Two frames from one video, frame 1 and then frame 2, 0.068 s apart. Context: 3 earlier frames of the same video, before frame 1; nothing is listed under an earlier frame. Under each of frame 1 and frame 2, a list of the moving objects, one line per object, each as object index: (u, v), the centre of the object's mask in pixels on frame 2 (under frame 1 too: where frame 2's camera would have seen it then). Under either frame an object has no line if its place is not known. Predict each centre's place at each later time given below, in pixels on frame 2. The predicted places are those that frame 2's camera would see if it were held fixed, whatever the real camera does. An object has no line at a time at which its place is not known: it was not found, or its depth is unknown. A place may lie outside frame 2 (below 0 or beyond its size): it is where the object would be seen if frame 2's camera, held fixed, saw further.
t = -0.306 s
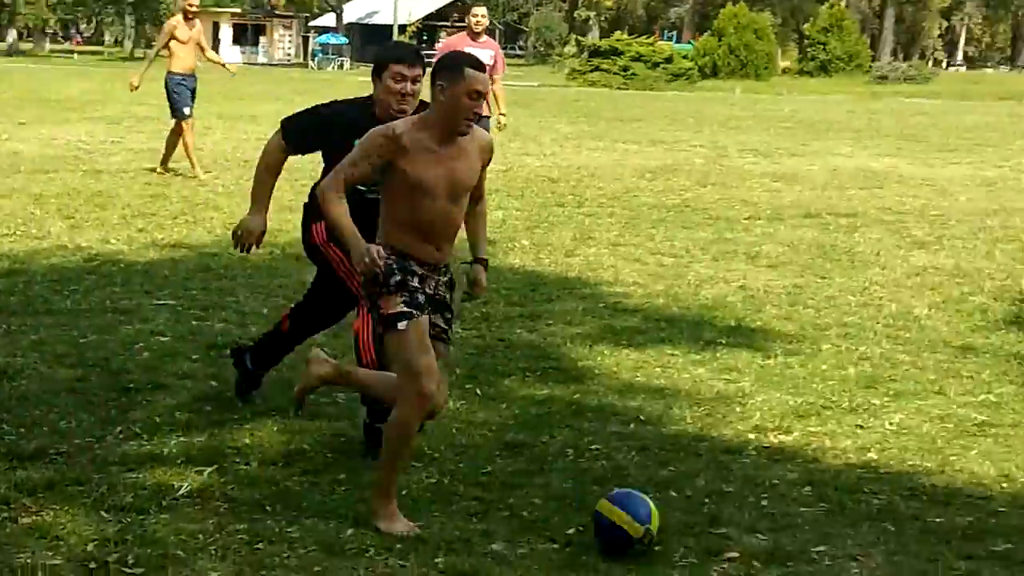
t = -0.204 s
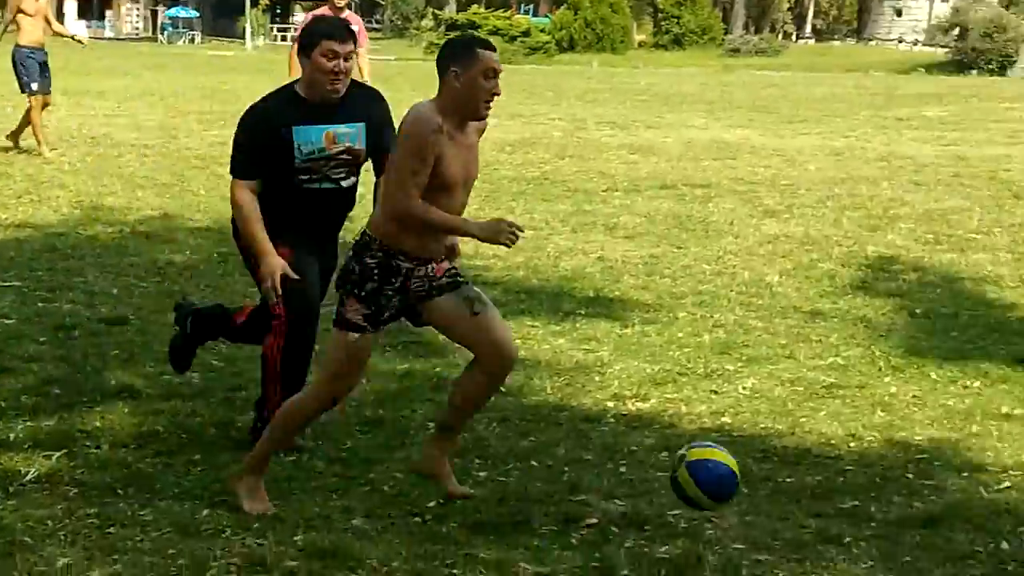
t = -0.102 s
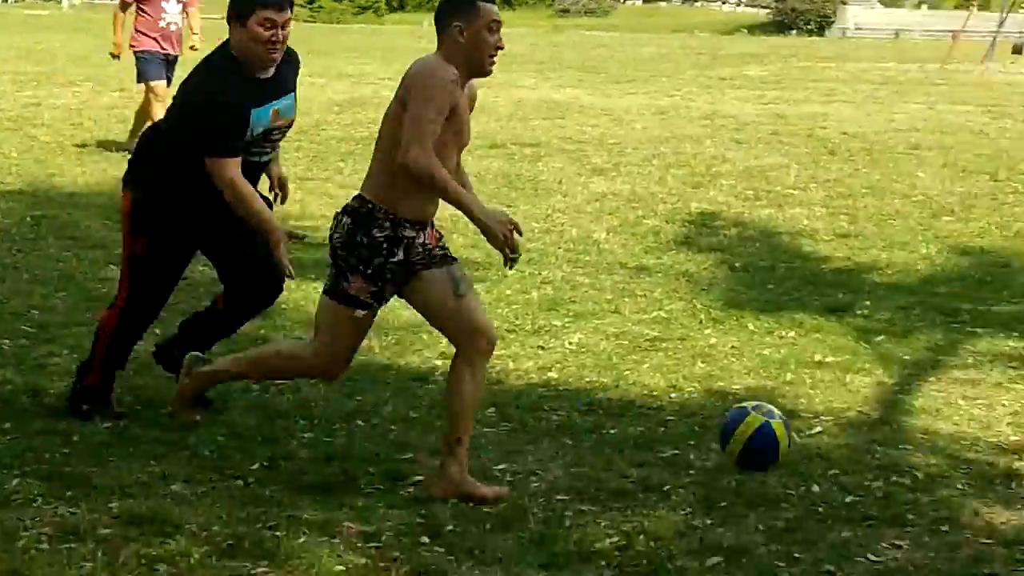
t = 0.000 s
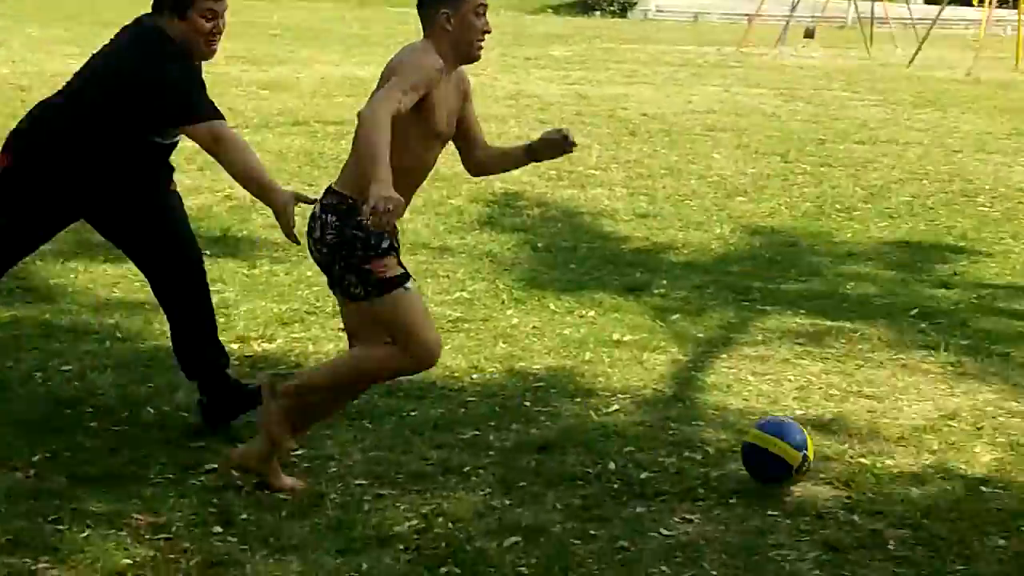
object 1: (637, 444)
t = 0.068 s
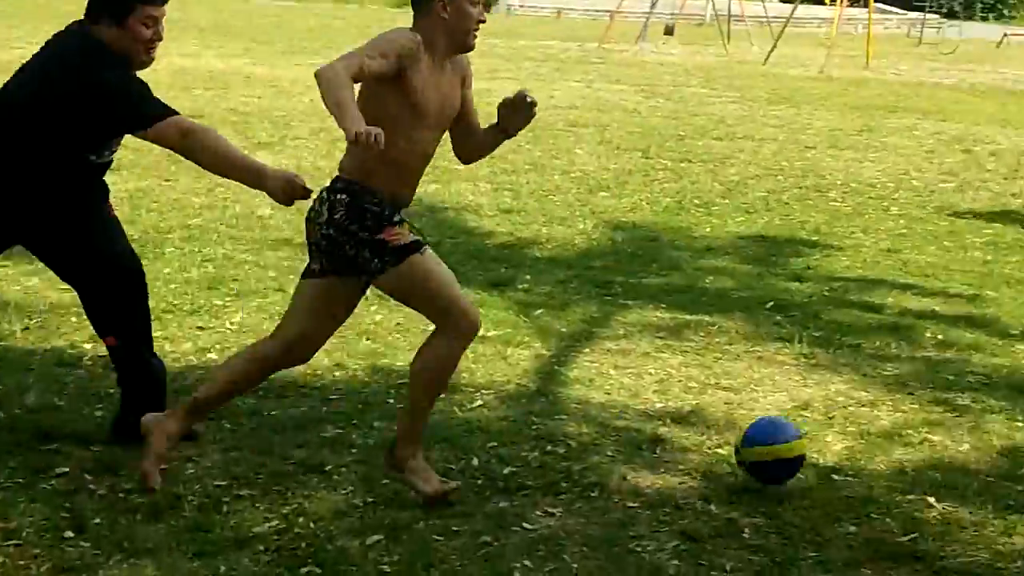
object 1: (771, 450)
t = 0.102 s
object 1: (831, 446)
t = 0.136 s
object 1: (895, 444)
